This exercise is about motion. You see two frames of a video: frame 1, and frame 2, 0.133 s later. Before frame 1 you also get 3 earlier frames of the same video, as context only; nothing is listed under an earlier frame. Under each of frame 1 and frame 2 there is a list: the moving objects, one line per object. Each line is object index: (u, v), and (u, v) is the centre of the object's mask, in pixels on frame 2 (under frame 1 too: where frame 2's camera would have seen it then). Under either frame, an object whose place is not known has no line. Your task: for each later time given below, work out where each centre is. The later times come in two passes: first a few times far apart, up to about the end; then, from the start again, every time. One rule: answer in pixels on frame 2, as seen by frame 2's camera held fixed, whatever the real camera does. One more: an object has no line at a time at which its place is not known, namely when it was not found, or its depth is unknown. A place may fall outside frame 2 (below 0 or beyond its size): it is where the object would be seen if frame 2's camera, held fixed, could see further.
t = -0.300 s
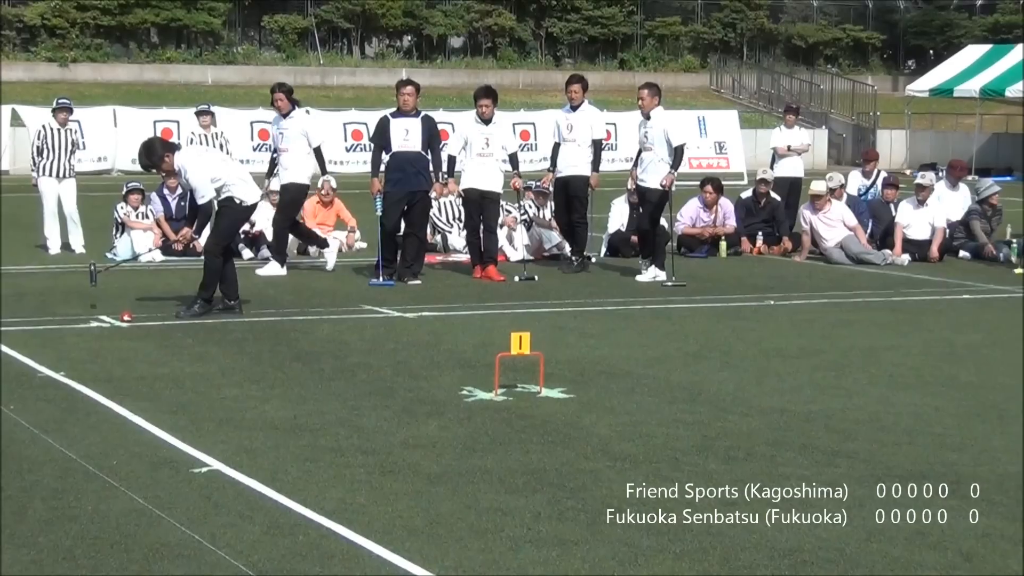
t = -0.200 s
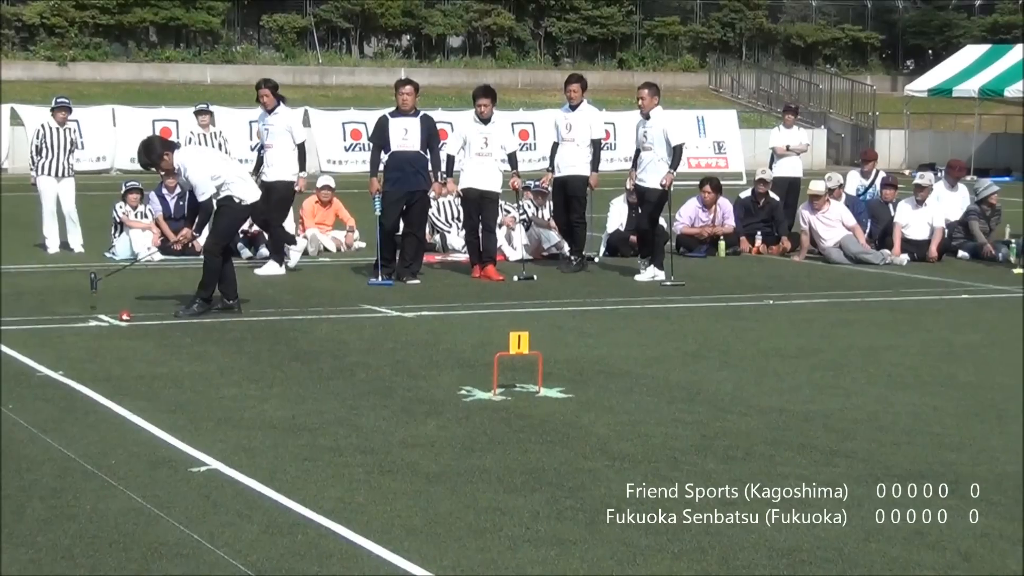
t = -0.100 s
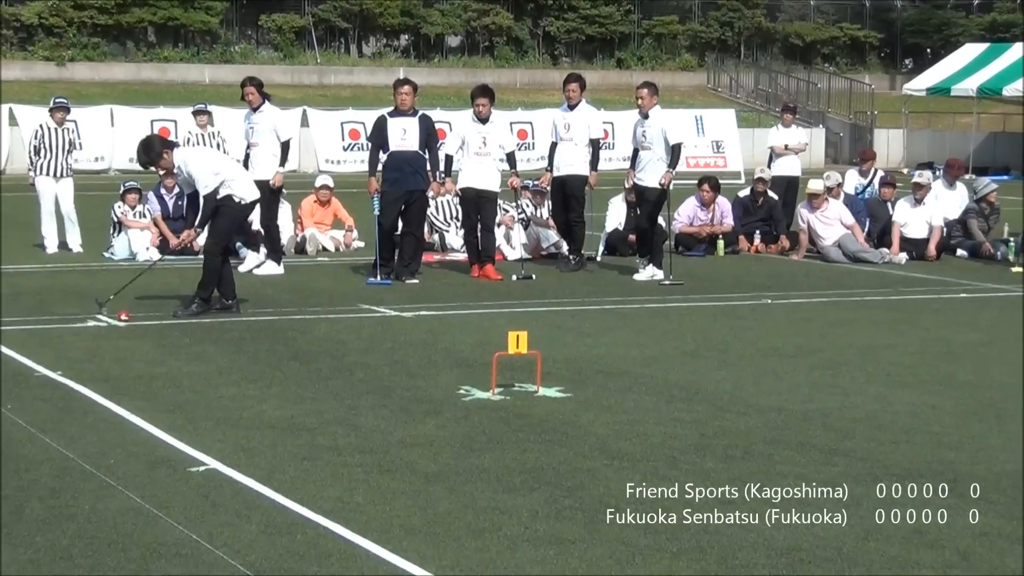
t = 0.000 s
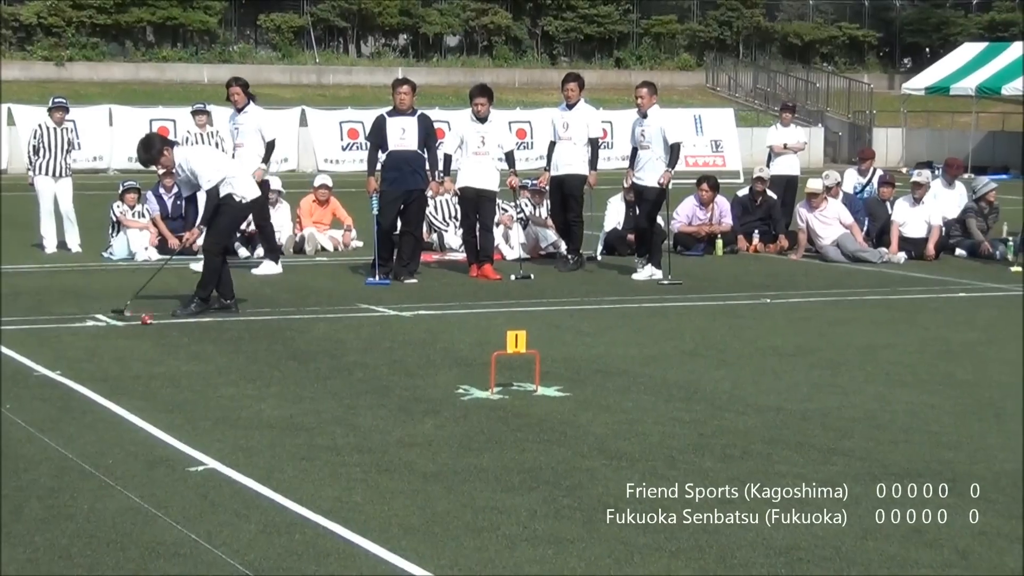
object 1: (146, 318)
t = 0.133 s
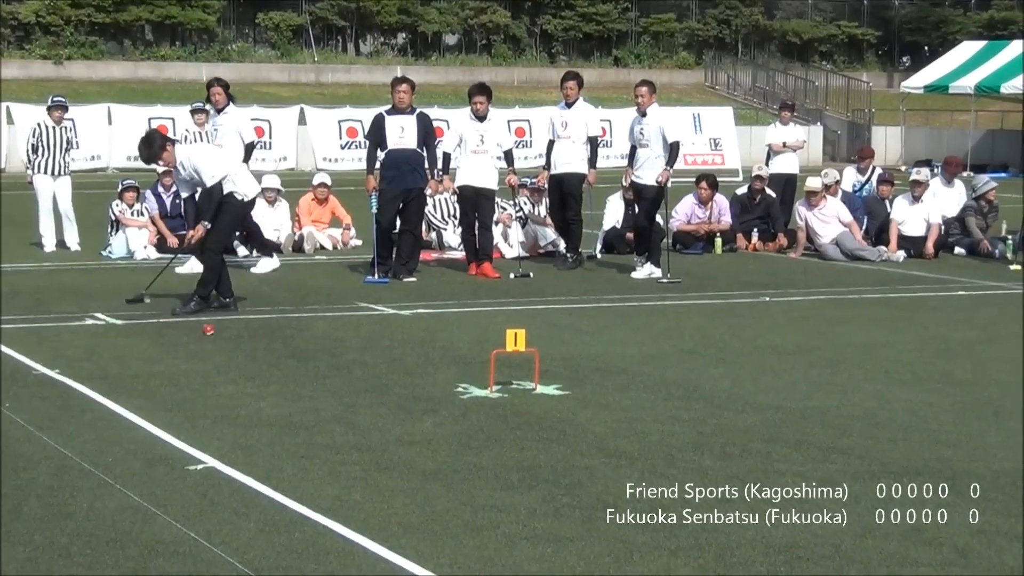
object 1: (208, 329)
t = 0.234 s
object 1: (254, 338)
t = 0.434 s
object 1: (342, 354)
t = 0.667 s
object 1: (449, 373)
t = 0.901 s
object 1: (562, 395)
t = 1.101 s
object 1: (666, 413)
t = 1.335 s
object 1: (798, 434)
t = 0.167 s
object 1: (224, 333)
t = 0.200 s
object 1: (239, 335)
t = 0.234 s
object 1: (254, 338)
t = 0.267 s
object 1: (268, 341)
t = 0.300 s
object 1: (283, 344)
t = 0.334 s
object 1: (298, 347)
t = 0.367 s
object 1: (313, 349)
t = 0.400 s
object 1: (328, 352)
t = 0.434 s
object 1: (342, 354)
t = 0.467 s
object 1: (357, 357)
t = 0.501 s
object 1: (372, 359)
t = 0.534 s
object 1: (387, 361)
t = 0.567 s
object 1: (402, 364)
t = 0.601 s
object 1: (418, 368)
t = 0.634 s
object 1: (433, 371)
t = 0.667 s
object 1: (449, 373)
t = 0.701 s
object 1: (464, 377)
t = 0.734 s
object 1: (480, 380)
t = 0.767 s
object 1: (498, 382)
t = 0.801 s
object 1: (512, 385)
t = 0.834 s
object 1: (528, 389)
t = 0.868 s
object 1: (545, 392)
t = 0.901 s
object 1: (562, 395)
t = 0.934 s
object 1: (578, 397)
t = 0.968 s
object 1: (595, 401)
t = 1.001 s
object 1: (613, 403)
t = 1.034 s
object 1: (630, 407)
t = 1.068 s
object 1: (648, 411)
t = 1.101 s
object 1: (666, 413)
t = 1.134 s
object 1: (684, 416)
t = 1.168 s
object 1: (703, 420)
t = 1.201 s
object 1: (722, 423)
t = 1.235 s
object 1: (740, 425)
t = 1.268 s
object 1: (760, 428)
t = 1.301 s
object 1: (779, 432)
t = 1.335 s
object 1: (798, 434)
